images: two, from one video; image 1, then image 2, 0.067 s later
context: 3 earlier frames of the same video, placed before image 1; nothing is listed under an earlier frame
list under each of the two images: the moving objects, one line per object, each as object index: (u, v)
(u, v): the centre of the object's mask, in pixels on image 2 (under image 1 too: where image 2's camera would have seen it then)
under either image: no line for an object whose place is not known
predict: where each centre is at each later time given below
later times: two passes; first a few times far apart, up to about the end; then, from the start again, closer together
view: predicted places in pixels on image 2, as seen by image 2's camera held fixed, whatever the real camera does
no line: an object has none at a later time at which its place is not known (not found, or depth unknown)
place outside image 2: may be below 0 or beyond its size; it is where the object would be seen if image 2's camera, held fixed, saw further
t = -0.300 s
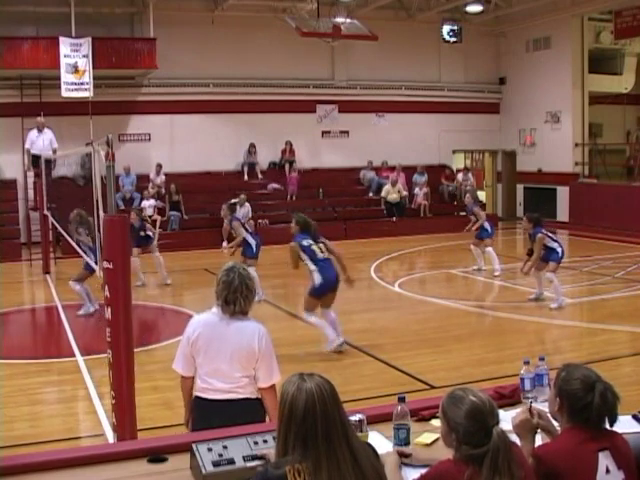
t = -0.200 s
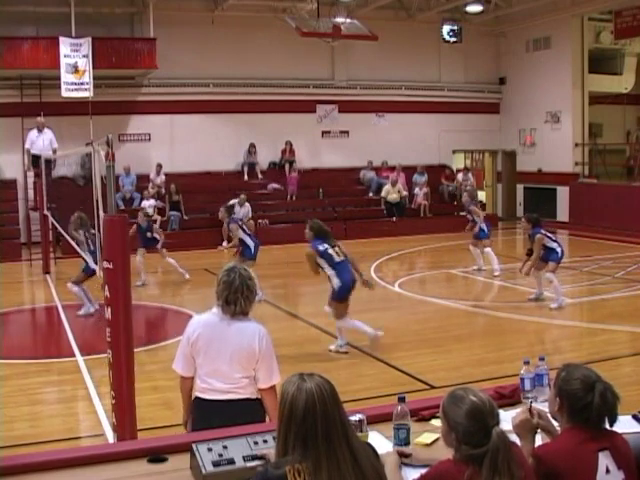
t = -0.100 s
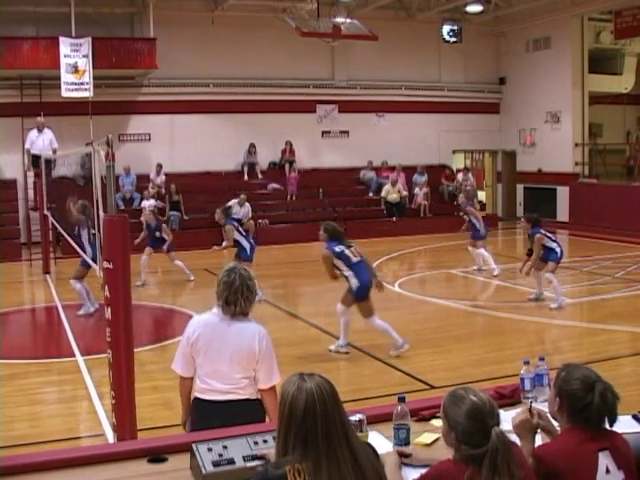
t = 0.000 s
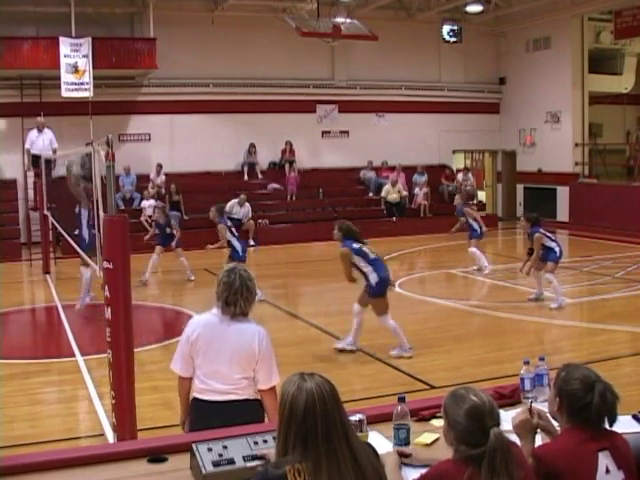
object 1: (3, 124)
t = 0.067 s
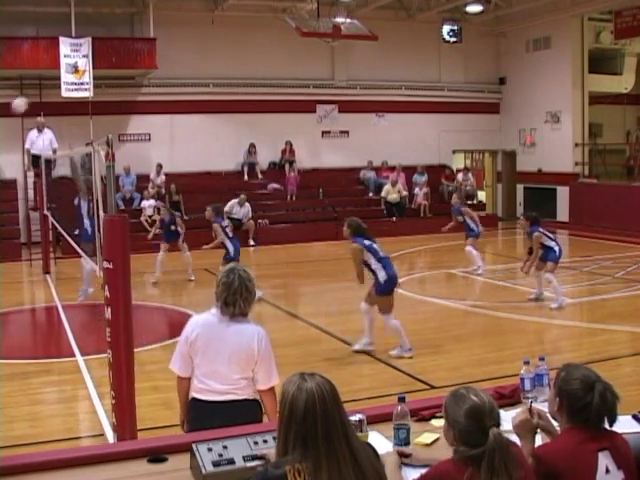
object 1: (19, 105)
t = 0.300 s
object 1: (85, 58)
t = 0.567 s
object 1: (151, 51)
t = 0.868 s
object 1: (215, 93)
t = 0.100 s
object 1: (29, 96)
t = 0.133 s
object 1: (39, 87)
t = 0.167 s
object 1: (48, 80)
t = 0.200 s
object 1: (57, 73)
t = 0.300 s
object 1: (85, 58)
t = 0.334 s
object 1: (94, 54)
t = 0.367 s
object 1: (102, 52)
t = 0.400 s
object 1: (111, 50)
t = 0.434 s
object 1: (118, 49)
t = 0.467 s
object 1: (127, 48)
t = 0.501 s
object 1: (135, 49)
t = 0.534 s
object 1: (143, 50)
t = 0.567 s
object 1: (151, 51)
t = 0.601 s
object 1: (158, 53)
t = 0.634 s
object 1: (166, 56)
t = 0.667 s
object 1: (173, 59)
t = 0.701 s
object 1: (180, 63)
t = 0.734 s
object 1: (187, 68)
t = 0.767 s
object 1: (195, 74)
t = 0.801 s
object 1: (202, 80)
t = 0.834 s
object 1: (209, 86)
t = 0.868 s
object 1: (215, 93)
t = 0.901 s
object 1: (223, 102)
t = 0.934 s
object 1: (230, 109)
